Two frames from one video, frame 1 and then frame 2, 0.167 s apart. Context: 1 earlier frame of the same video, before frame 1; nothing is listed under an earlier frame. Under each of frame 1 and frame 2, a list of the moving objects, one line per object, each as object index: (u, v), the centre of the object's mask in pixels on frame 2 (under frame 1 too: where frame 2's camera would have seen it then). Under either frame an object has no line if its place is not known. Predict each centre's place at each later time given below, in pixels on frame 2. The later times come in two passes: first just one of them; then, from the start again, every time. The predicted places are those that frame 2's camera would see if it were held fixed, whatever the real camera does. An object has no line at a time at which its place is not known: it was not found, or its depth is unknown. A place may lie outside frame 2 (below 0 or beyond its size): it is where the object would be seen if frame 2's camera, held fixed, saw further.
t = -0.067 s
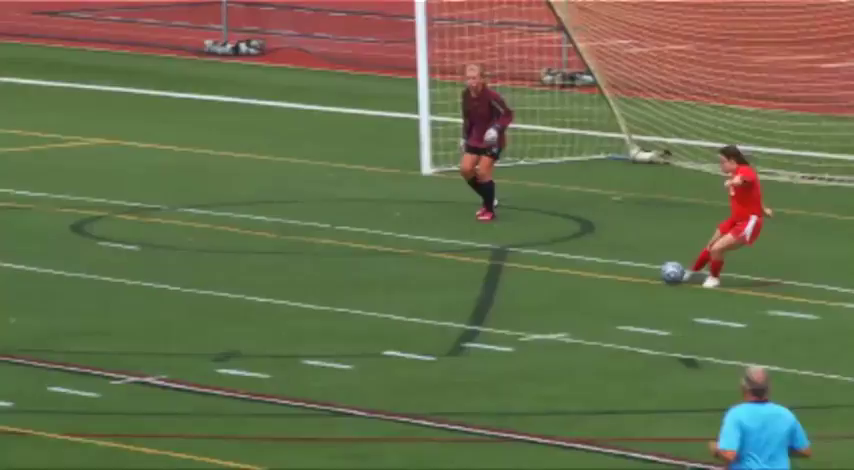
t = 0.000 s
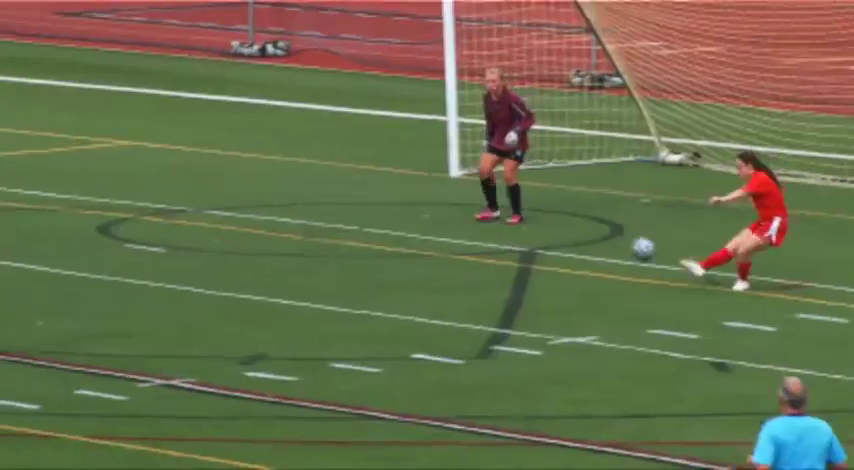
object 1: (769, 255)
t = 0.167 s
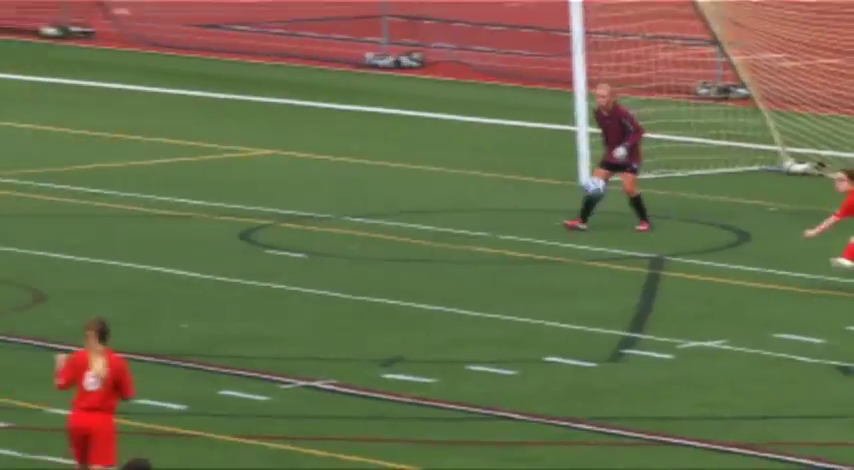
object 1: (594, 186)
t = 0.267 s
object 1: (484, 154)
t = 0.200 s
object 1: (558, 176)
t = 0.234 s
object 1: (521, 165)
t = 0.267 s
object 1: (484, 154)
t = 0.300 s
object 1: (446, 144)
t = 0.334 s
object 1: (408, 136)
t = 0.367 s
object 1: (371, 129)
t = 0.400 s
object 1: (334, 124)
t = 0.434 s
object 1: (297, 119)
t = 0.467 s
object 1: (259, 114)
